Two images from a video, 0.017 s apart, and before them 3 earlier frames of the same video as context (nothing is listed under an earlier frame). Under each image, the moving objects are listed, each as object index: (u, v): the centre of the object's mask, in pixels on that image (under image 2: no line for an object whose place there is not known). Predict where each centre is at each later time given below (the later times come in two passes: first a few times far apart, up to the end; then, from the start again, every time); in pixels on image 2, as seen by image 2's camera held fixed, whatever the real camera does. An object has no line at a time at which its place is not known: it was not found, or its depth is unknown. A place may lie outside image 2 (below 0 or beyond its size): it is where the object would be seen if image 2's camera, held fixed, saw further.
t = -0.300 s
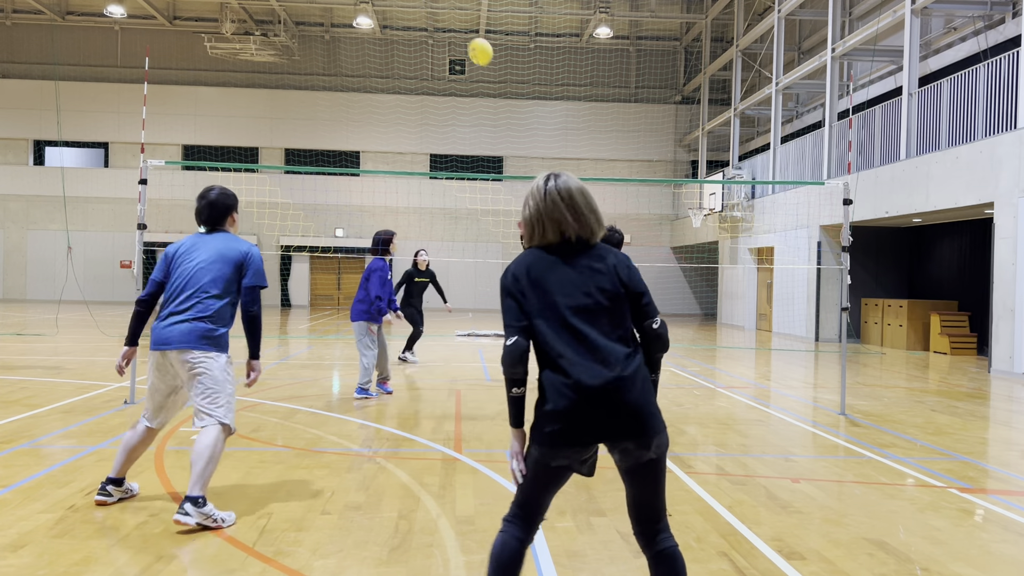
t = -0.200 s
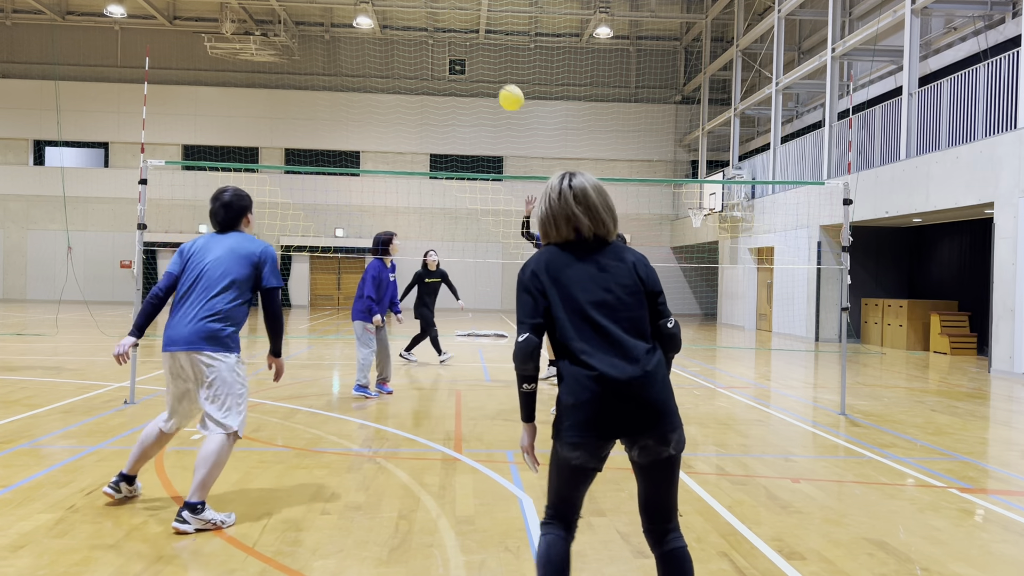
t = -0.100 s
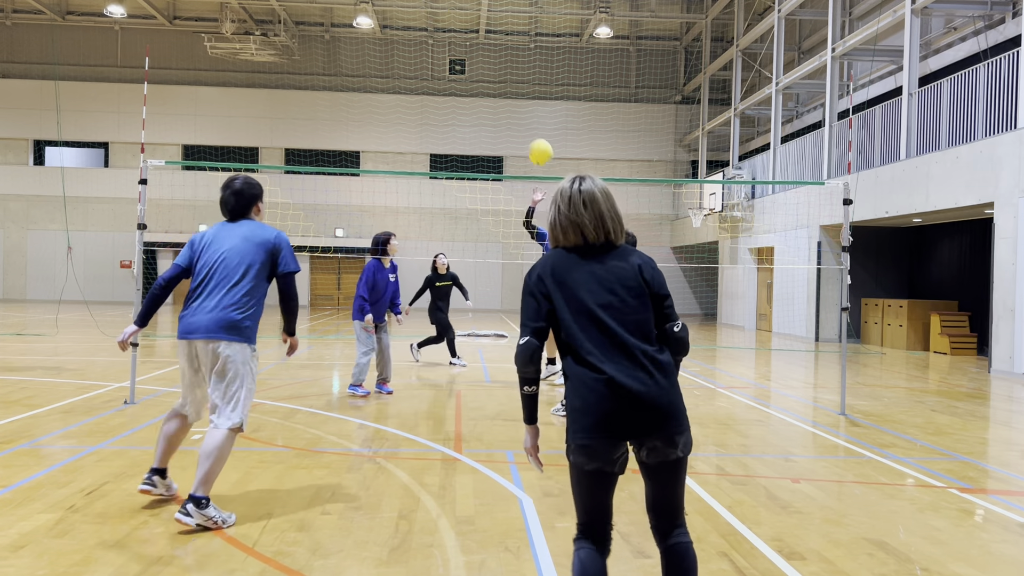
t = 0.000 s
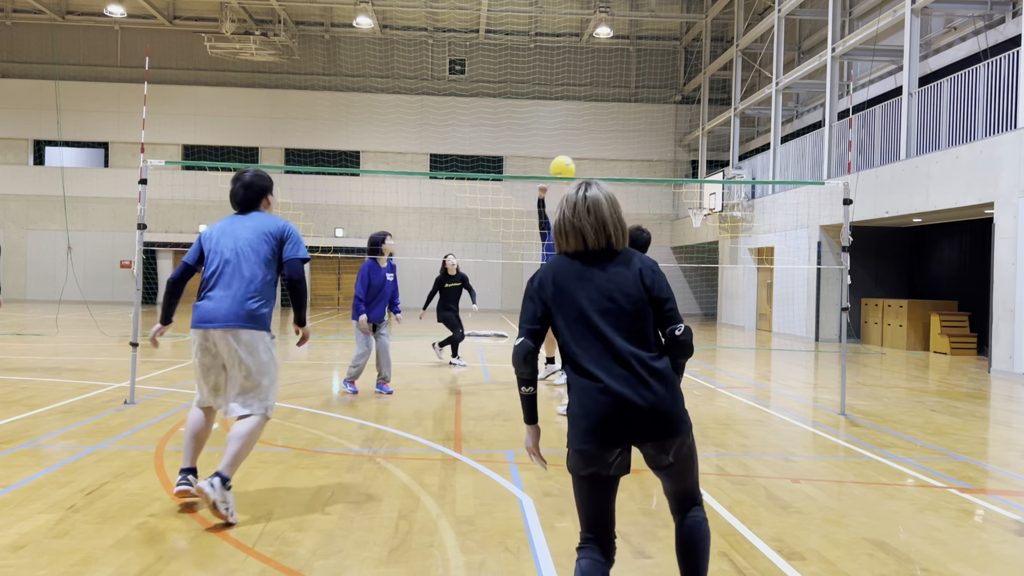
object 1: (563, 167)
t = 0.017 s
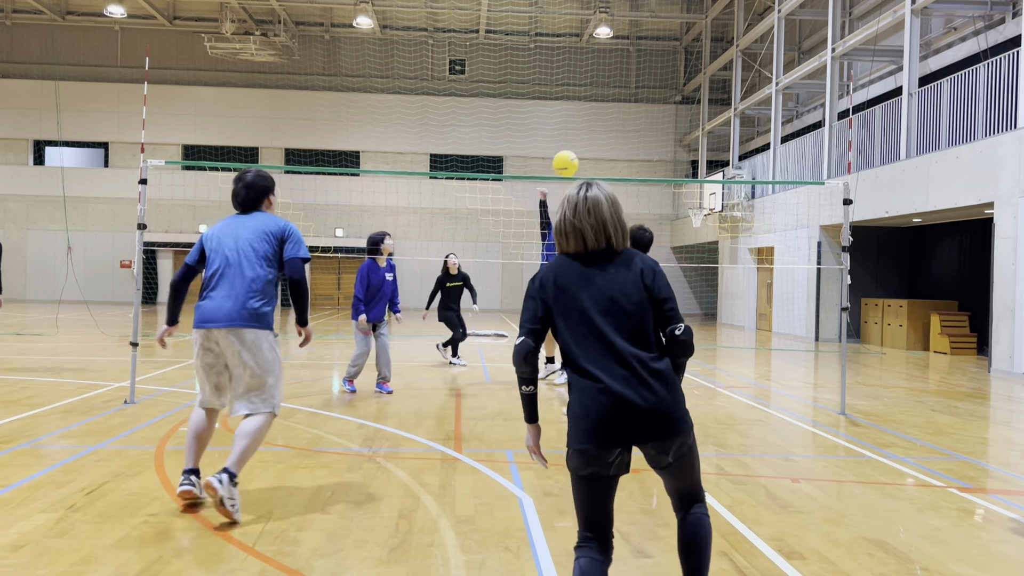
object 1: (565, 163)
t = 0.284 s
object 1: (640, 107)
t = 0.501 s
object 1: (761, 124)
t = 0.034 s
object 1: (569, 158)
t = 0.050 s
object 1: (572, 153)
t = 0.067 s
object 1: (575, 148)
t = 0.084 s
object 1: (579, 144)
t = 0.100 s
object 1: (583, 140)
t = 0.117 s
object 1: (587, 135)
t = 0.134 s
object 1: (591, 132)
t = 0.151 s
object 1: (596, 128)
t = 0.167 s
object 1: (600, 125)
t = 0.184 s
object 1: (605, 121)
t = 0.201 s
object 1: (610, 119)
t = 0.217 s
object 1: (616, 116)
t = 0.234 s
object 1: (621, 113)
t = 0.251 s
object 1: (628, 111)
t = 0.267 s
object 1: (634, 109)
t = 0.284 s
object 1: (640, 107)
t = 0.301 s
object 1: (647, 106)
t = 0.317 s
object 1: (654, 105)
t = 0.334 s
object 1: (661, 104)
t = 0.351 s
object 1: (669, 104)
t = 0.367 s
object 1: (677, 105)
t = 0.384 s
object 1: (686, 105)
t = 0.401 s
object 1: (695, 106)
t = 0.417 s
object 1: (705, 107)
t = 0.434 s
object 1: (714, 109)
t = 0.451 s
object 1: (725, 112)
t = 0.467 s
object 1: (737, 115)
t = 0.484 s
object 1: (748, 119)
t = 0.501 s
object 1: (761, 124)
